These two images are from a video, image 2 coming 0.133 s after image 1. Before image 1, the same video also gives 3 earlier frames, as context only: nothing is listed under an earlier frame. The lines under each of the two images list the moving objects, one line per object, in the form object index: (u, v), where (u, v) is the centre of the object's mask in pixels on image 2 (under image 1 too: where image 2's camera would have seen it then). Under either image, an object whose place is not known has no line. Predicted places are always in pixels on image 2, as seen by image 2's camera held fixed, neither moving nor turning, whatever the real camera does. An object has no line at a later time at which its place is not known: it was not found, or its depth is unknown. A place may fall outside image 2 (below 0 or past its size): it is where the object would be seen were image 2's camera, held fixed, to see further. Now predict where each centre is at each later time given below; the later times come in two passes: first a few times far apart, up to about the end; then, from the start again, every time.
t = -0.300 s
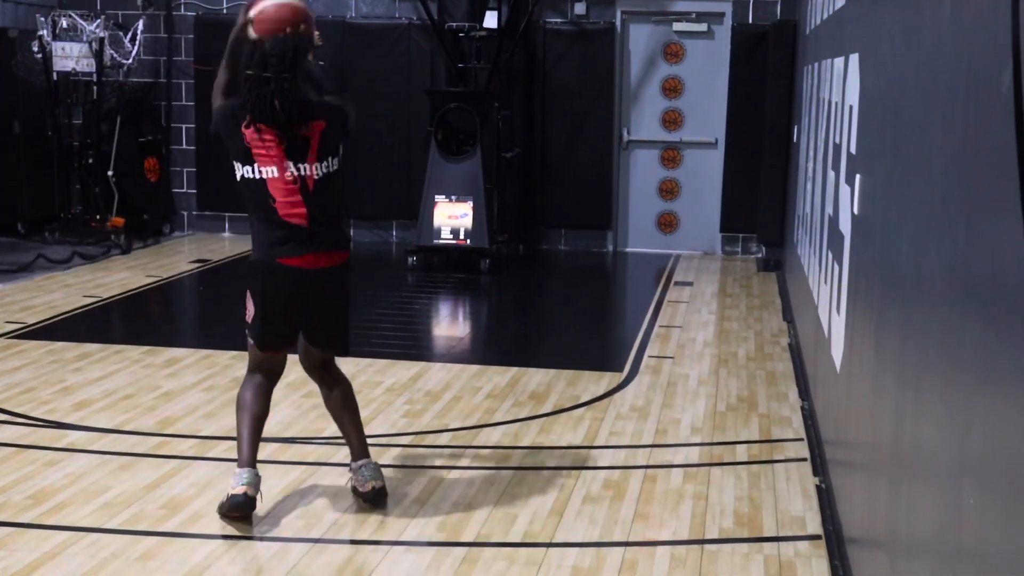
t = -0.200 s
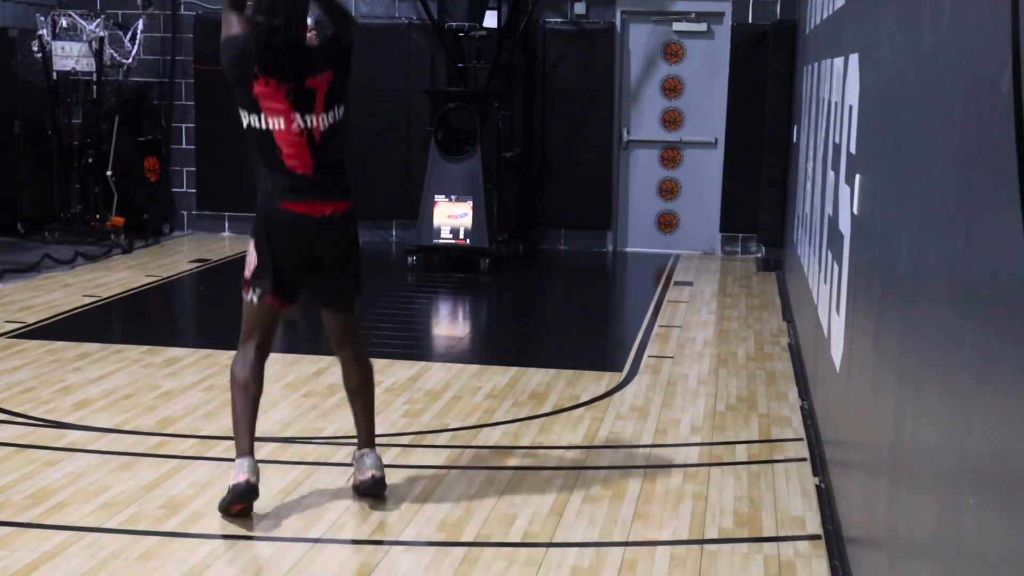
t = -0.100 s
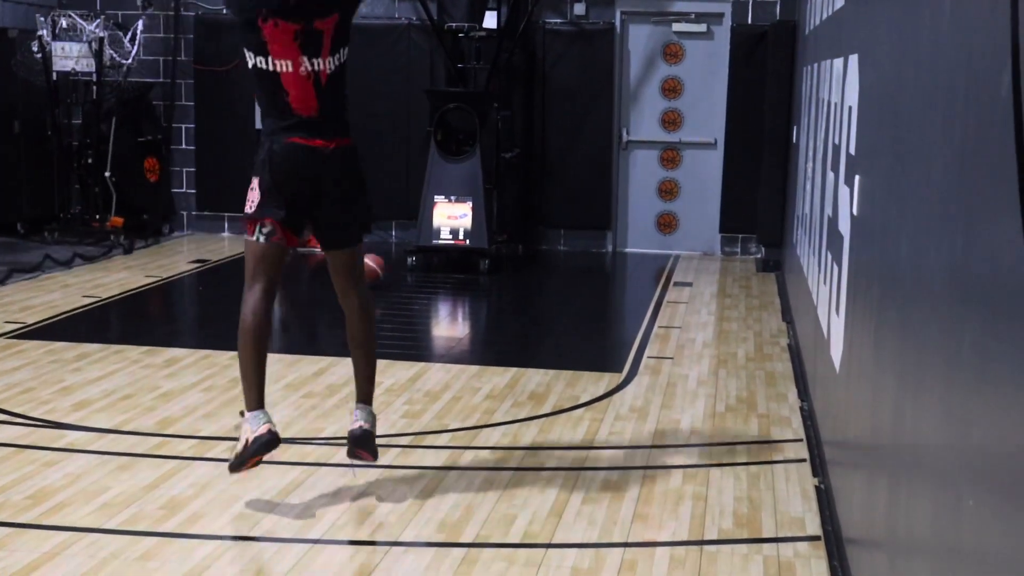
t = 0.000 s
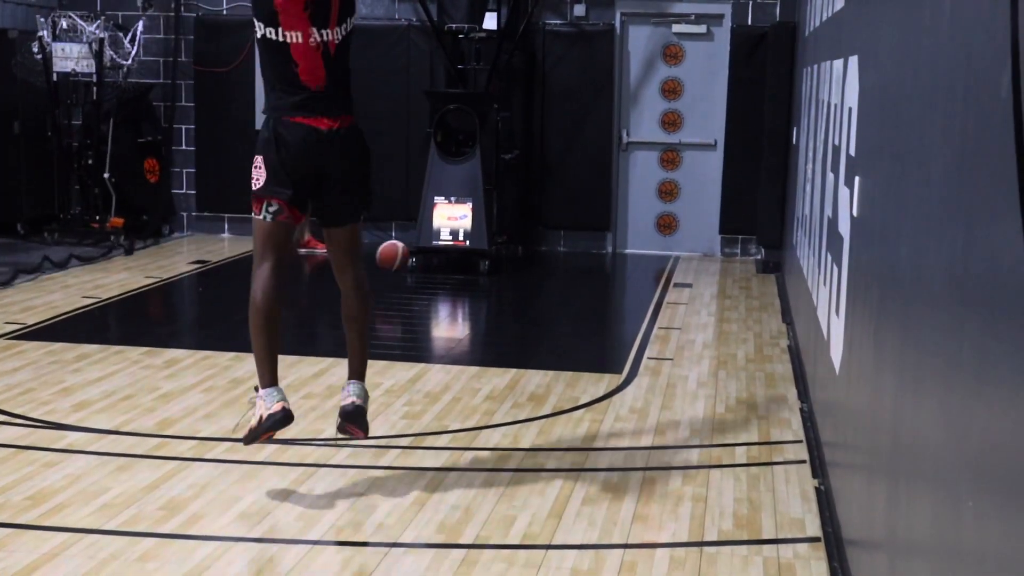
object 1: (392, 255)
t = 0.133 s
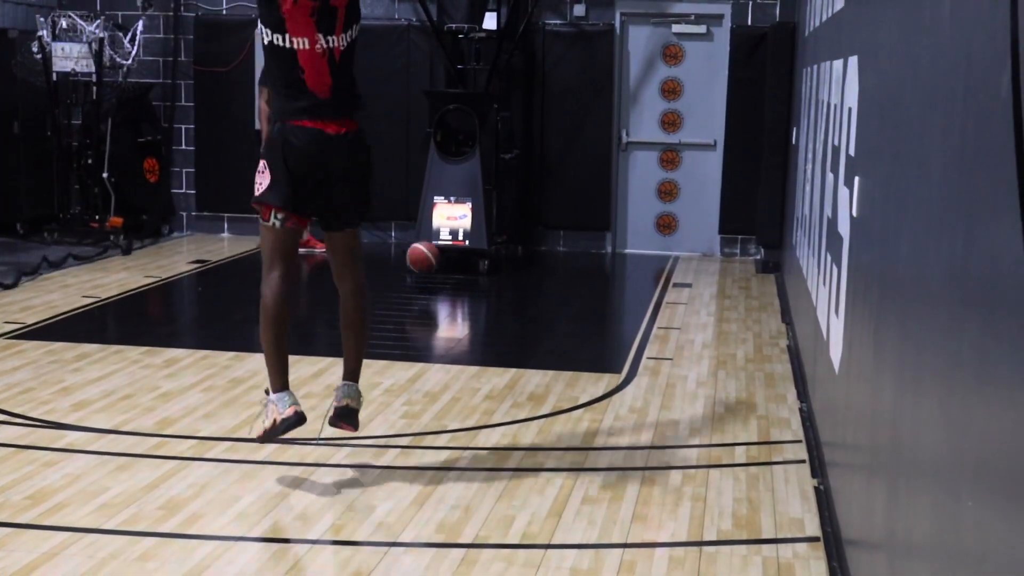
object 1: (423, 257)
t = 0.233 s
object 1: (445, 274)
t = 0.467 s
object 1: (500, 269)
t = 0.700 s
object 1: (554, 274)
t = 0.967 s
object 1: (618, 283)
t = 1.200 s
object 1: (673, 293)
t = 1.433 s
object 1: (730, 296)
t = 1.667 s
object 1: (763, 295)
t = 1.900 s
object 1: (733, 296)
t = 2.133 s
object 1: (718, 300)
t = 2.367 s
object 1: (702, 300)
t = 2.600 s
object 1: (686, 300)
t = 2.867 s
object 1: (667, 301)
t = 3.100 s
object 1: (650, 300)
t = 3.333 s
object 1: (633, 300)
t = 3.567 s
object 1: (618, 299)
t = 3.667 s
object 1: (611, 300)
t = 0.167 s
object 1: (430, 261)
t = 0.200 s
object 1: (438, 267)
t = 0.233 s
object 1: (445, 274)
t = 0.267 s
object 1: (453, 274)
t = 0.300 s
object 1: (461, 270)
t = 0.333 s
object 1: (470, 267)
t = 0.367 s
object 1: (477, 266)
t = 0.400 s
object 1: (484, 265)
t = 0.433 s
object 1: (492, 266)
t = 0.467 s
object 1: (500, 269)
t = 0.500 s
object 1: (509, 273)
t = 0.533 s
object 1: (516, 280)
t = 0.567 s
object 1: (524, 279)
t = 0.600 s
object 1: (531, 276)
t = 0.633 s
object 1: (539, 274)
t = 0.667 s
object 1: (546, 273)
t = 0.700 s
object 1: (554, 274)
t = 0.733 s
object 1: (563, 276)
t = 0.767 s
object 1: (570, 280)
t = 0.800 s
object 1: (578, 286)
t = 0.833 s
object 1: (585, 283)
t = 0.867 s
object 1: (592, 281)
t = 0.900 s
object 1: (601, 280)
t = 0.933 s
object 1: (610, 281)
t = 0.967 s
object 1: (618, 283)
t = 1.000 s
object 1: (626, 288)
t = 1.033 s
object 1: (634, 291)
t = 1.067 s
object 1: (642, 288)
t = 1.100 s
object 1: (648, 286)
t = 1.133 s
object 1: (657, 287)
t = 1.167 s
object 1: (666, 289)
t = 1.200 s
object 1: (673, 293)
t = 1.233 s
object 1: (681, 293)
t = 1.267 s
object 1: (689, 292)
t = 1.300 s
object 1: (698, 292)
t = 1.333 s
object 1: (706, 294)
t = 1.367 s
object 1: (714, 297)
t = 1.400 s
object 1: (722, 296)
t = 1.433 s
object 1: (730, 296)
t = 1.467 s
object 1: (738, 297)
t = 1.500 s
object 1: (747, 300)
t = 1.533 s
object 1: (754, 299)
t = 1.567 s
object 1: (761, 300)
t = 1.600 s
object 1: (770, 301)
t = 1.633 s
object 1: (769, 299)
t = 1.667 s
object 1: (763, 295)
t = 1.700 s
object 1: (758, 294)
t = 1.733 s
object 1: (753, 294)
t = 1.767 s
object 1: (746, 296)
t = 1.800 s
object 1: (741, 300)
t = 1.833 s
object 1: (737, 300)
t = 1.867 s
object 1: (735, 297)
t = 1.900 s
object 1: (733, 296)
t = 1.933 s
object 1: (730, 296)
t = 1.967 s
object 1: (728, 299)
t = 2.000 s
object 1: (726, 301)
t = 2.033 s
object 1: (724, 299)
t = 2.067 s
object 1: (722, 297)
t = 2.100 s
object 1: (720, 298)
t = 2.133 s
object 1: (718, 300)
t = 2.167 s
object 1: (715, 300)
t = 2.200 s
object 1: (713, 298)
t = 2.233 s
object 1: (711, 298)
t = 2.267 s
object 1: (709, 300)
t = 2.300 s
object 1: (707, 300)
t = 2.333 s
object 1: (704, 299)
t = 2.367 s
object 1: (702, 300)
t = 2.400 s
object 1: (700, 301)
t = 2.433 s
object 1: (698, 300)
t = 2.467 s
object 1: (695, 301)
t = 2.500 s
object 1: (693, 301)
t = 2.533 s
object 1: (691, 301)
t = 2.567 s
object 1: (688, 301)
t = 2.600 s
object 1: (686, 300)
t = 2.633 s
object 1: (684, 301)
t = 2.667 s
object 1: (681, 301)
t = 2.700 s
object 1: (679, 300)
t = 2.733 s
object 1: (677, 301)
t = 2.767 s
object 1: (674, 301)
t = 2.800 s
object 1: (672, 301)
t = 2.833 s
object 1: (669, 301)
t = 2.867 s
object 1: (667, 301)
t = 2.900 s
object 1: (665, 300)
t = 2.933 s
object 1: (662, 301)
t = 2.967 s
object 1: (660, 301)
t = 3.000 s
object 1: (657, 300)
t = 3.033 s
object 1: (655, 300)
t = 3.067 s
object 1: (653, 300)
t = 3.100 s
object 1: (650, 300)
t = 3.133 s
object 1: (648, 300)
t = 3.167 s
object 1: (645, 299)
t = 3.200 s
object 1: (642, 300)
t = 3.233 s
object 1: (640, 300)
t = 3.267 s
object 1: (637, 299)
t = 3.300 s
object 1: (636, 300)
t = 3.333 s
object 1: (633, 300)
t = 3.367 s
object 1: (631, 300)
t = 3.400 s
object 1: (628, 300)
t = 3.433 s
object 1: (626, 300)
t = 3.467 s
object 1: (624, 300)
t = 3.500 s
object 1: (622, 300)
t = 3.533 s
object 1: (620, 299)
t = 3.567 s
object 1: (618, 299)
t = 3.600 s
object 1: (616, 299)
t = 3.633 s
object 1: (614, 300)
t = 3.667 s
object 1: (611, 300)
